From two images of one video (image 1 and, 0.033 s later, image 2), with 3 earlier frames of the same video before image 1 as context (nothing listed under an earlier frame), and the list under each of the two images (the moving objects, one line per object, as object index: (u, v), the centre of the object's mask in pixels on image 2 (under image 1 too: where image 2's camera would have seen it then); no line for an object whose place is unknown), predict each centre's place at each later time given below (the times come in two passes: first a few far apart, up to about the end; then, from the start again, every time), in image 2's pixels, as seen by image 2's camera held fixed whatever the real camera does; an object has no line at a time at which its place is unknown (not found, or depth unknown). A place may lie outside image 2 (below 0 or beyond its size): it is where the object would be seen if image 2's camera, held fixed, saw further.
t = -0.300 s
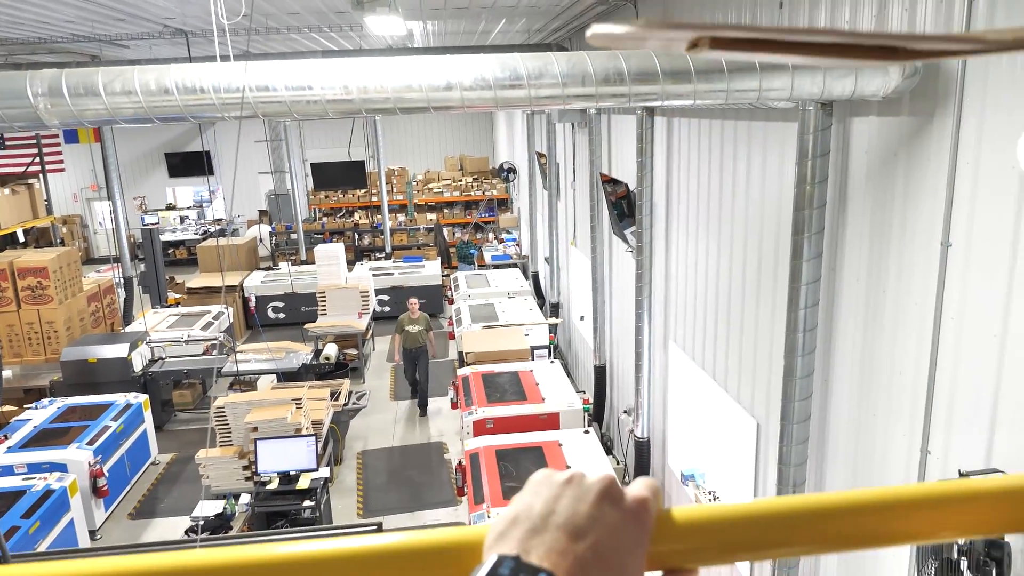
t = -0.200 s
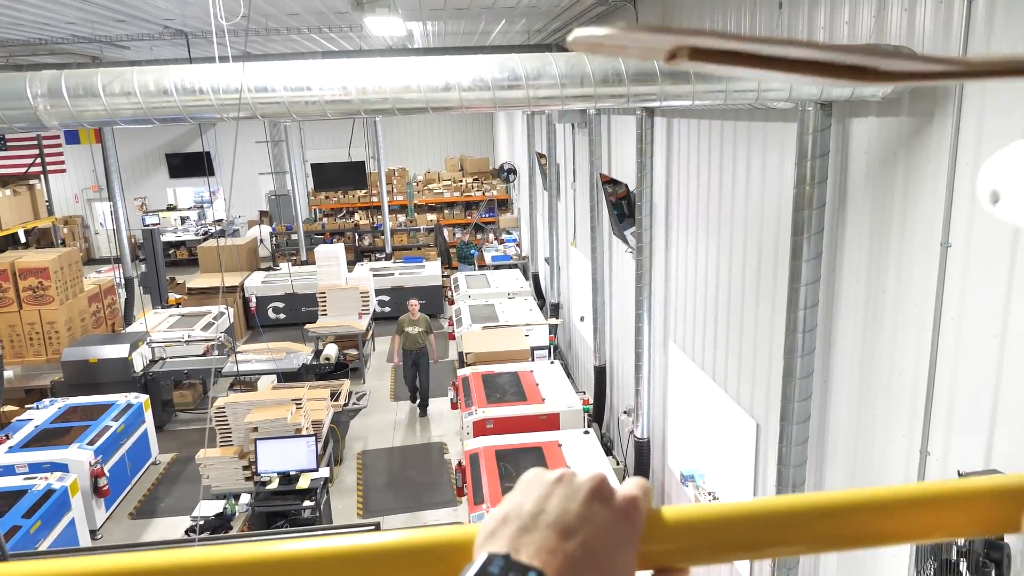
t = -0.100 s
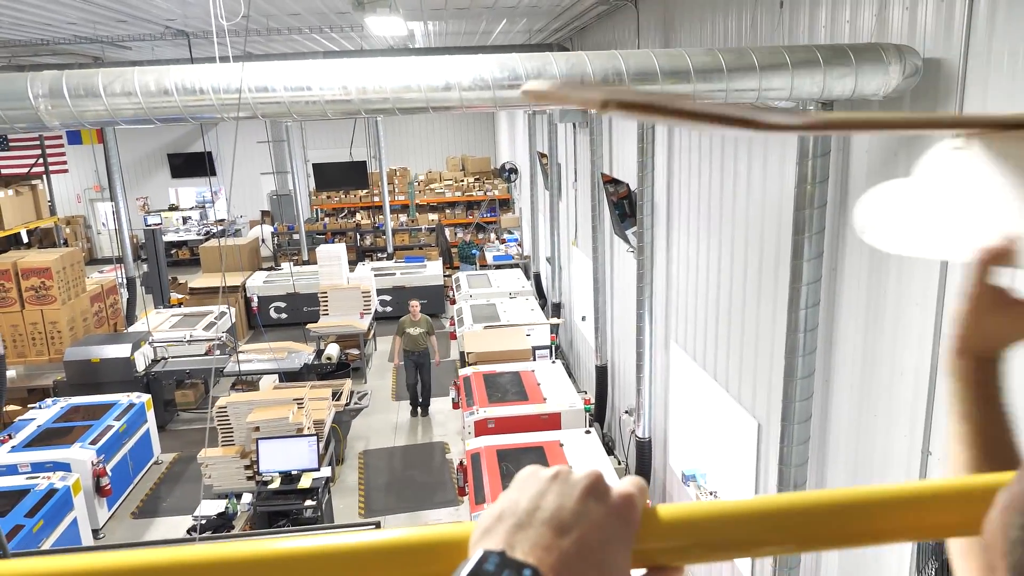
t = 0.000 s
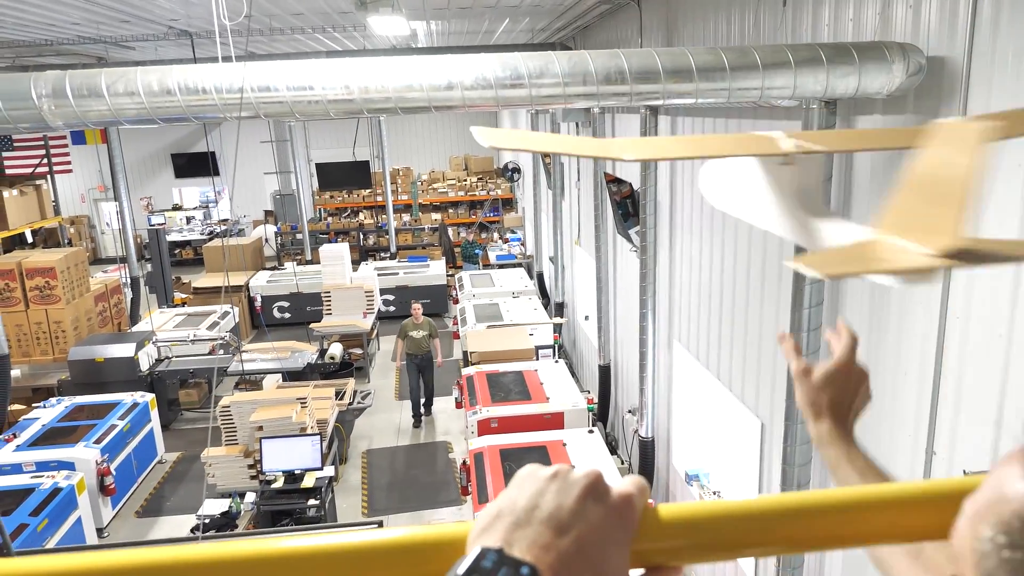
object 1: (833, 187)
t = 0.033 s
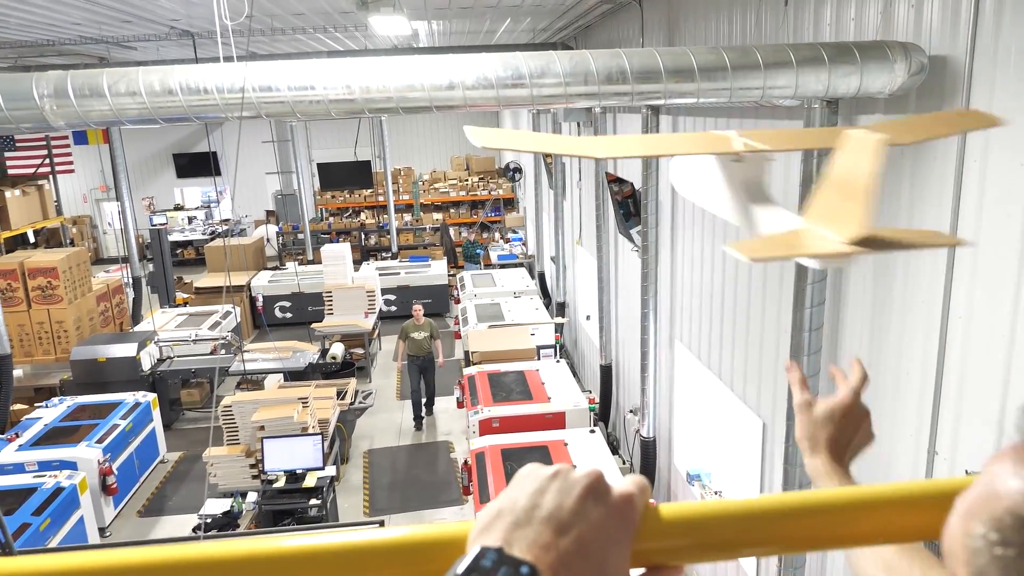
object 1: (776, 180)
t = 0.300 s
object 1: (579, 126)
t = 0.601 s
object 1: (559, 186)
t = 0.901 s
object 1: (503, 295)
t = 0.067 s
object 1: (728, 171)
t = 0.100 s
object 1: (690, 163)
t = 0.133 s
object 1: (661, 154)
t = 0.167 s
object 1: (639, 147)
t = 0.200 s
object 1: (621, 140)
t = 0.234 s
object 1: (605, 135)
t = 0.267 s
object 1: (593, 132)
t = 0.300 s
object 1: (579, 126)
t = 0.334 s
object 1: (582, 139)
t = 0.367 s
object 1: (583, 146)
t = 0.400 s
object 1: (581, 152)
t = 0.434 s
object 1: (580, 159)
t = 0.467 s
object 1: (573, 162)
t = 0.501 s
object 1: (574, 168)
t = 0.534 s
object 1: (569, 173)
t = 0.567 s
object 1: (564, 179)
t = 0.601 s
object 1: (559, 186)
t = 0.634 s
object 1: (555, 194)
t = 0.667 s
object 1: (549, 203)
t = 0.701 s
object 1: (543, 212)
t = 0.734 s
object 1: (539, 223)
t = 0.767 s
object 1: (532, 236)
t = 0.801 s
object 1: (526, 248)
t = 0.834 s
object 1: (520, 263)
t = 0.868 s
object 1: (513, 279)
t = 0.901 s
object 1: (503, 295)
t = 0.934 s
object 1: (481, 325)
